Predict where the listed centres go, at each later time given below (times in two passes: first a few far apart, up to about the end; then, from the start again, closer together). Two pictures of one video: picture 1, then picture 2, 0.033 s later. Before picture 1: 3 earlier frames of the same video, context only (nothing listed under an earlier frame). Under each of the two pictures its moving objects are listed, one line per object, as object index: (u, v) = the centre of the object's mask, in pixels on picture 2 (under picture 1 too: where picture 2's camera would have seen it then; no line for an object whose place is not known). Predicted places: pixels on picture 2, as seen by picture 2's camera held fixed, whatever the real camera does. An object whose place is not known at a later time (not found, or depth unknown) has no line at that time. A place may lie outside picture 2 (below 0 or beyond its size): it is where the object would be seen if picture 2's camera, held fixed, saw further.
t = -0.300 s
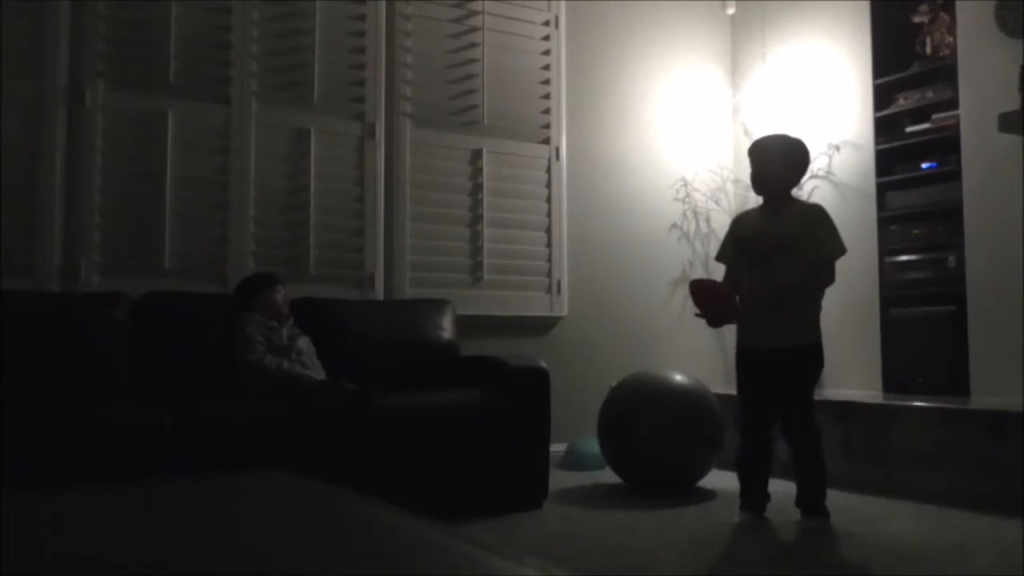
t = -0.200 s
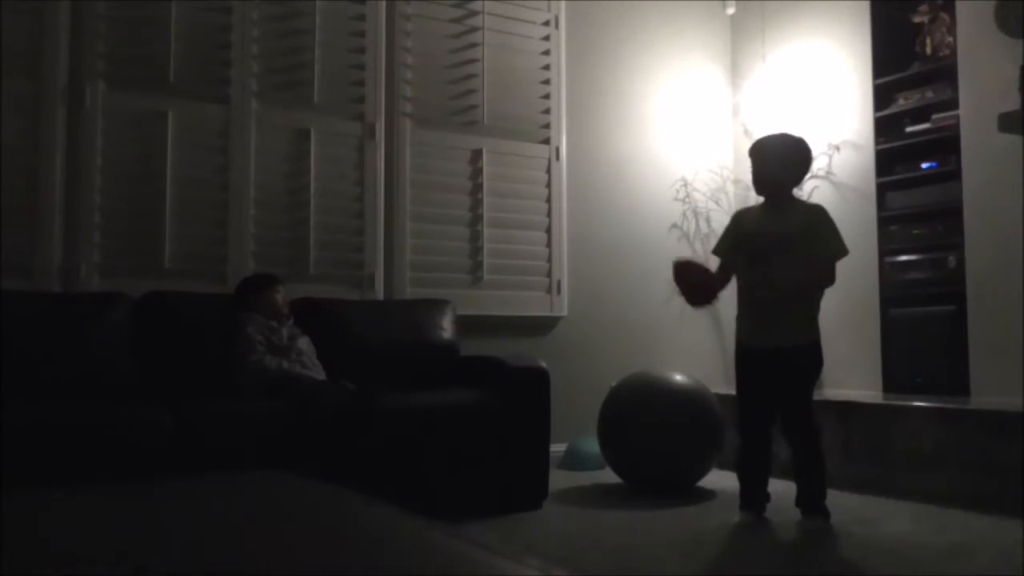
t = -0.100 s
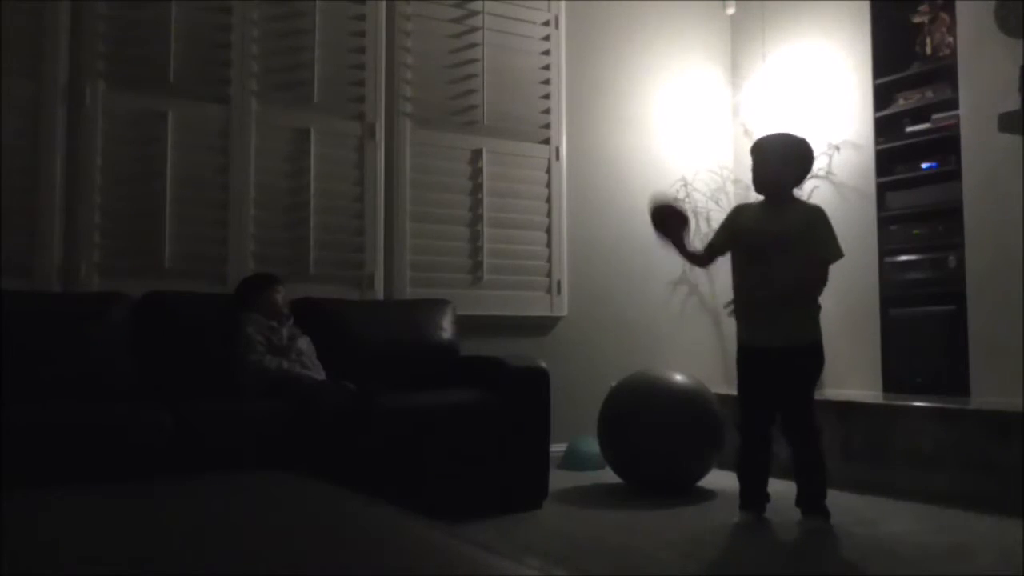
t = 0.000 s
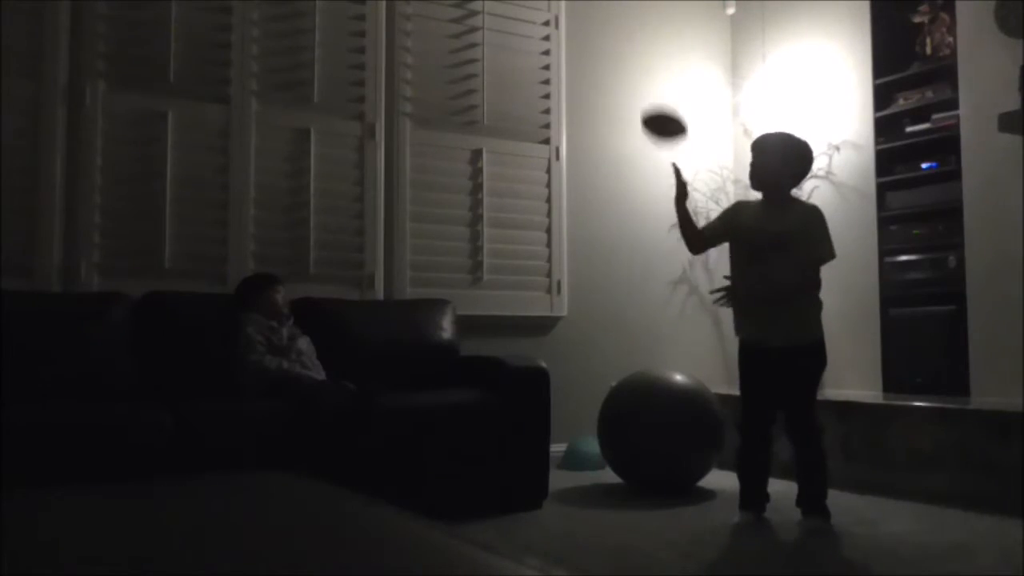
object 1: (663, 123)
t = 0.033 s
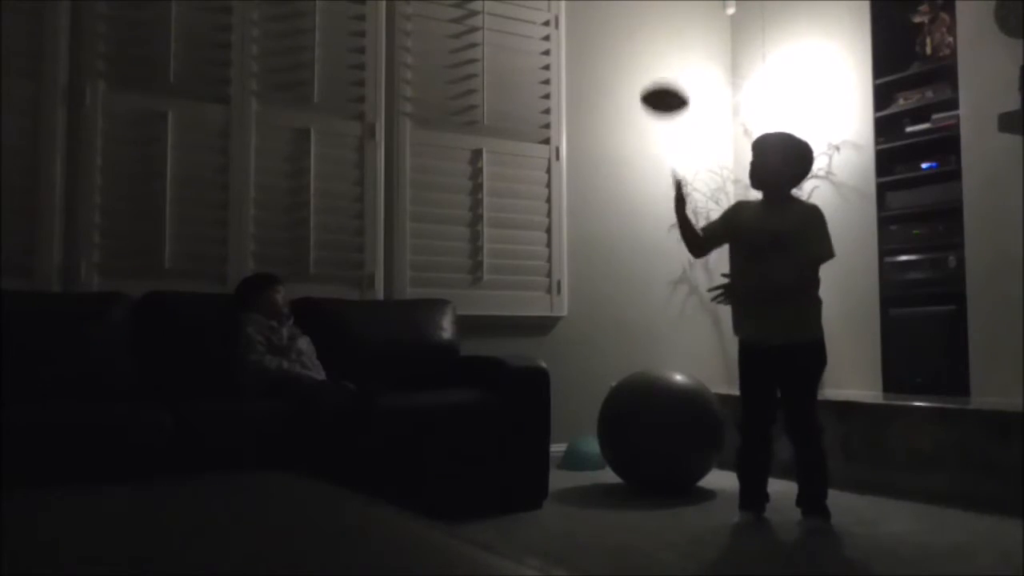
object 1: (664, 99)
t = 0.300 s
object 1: (670, 11)
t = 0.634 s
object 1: (683, 160)
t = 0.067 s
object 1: (665, 77)
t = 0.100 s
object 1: (666, 58)
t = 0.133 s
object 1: (668, 43)
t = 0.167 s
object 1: (669, 29)
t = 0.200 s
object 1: (669, 20)
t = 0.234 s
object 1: (670, 16)
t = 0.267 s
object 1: (670, 12)
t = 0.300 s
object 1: (670, 11)
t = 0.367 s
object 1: (672, 14)
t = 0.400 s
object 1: (673, 20)
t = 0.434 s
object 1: (674, 32)
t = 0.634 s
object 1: (683, 160)
